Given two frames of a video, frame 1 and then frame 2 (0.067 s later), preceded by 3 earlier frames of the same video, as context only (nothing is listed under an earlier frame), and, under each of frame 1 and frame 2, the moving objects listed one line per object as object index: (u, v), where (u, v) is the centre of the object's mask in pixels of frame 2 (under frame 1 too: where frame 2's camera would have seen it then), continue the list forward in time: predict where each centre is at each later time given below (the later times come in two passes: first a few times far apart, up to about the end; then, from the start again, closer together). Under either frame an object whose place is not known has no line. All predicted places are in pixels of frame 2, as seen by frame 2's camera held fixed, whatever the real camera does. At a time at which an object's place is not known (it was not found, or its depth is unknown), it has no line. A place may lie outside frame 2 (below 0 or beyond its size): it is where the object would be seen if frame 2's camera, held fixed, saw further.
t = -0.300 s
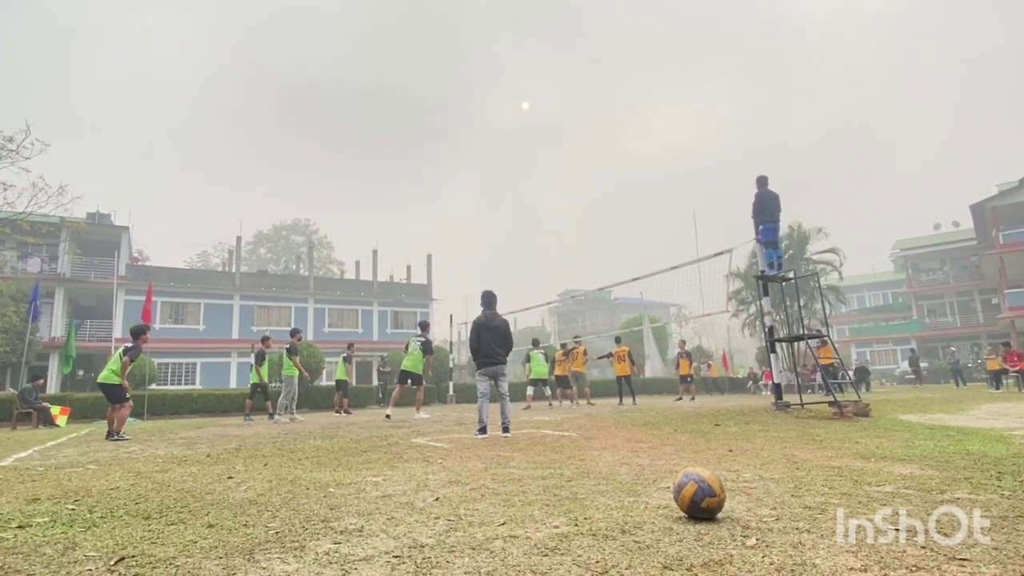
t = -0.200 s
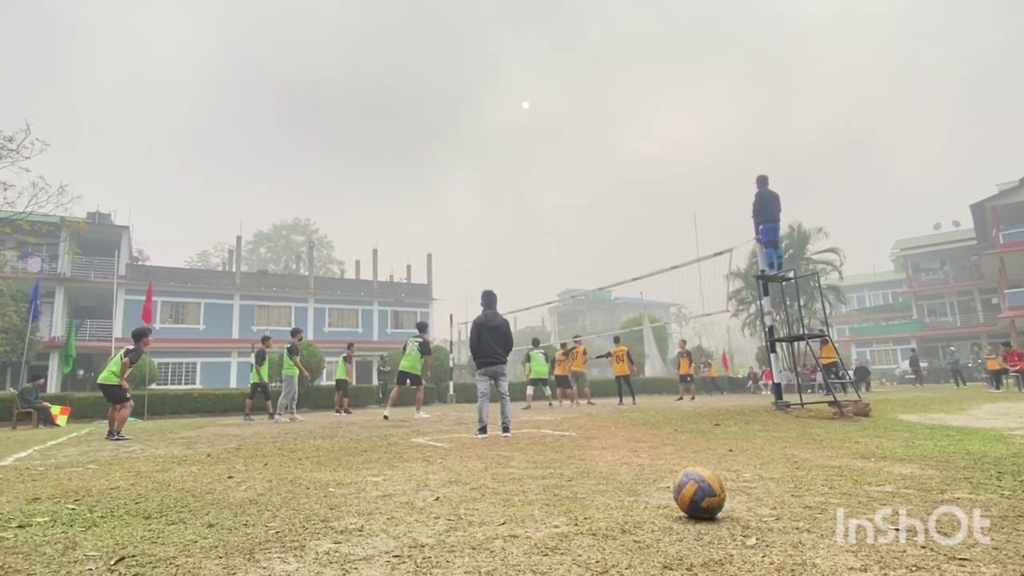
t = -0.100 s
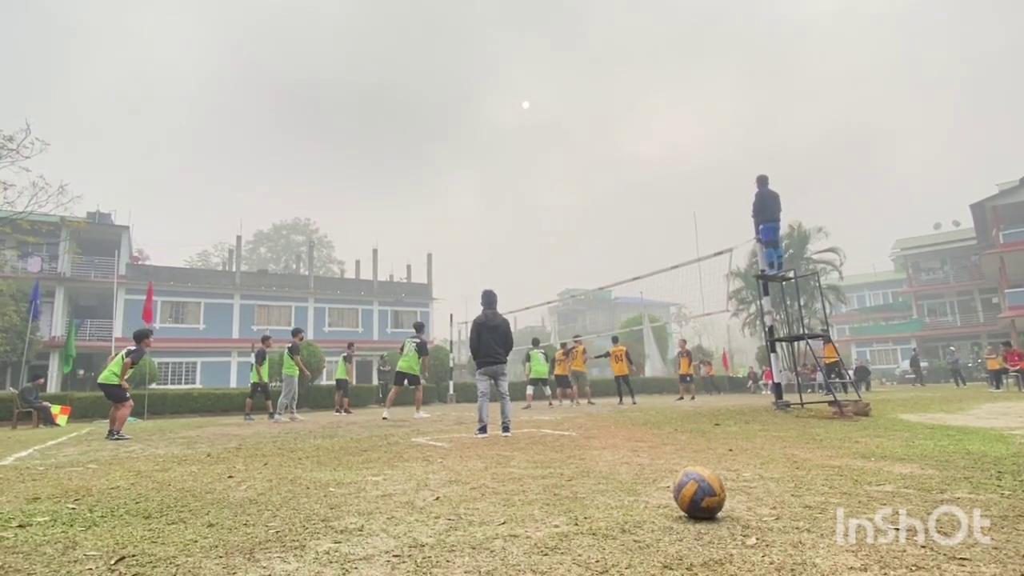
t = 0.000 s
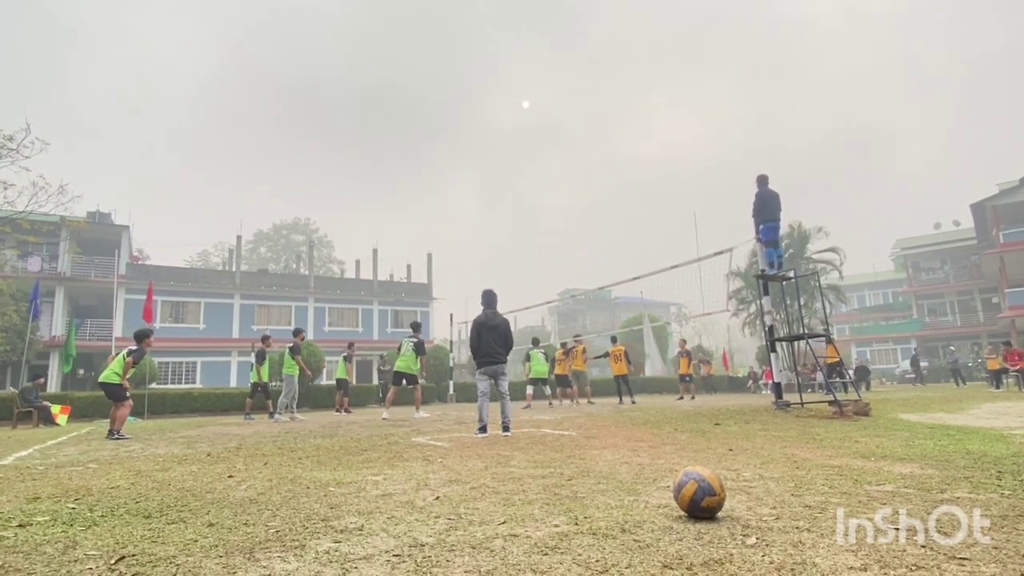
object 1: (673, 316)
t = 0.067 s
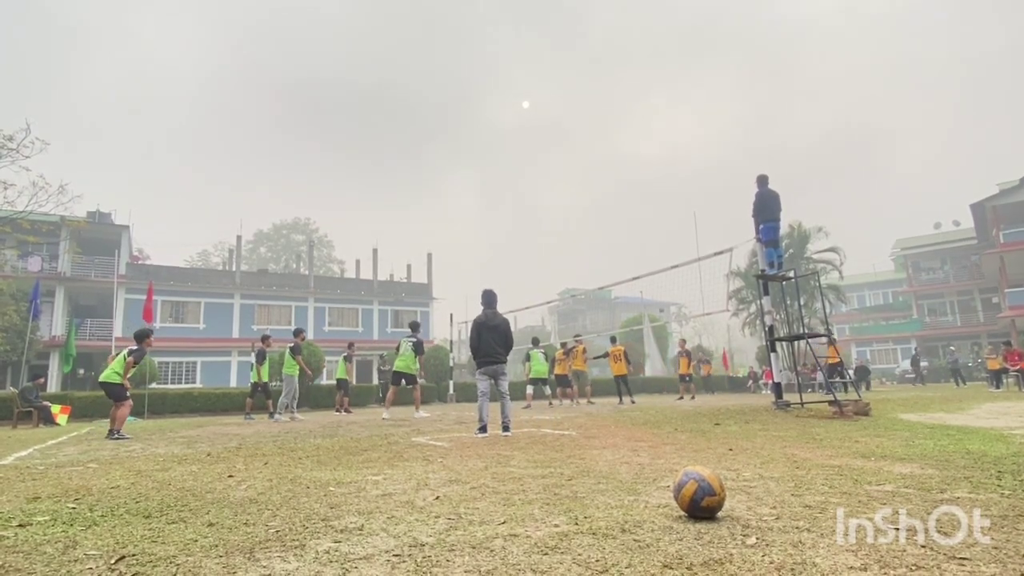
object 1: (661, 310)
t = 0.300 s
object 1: (628, 254)
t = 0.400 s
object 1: (615, 236)
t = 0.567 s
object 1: (592, 211)
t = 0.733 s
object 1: (562, 188)
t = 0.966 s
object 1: (530, 179)
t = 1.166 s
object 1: (494, 190)
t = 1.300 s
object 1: (473, 207)
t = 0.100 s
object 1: (654, 296)
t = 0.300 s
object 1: (628, 254)
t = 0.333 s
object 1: (623, 246)
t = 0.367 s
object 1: (621, 244)
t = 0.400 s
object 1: (615, 236)
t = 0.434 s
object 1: (611, 230)
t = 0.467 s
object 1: (603, 223)
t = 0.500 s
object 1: (599, 217)
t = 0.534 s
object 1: (596, 214)
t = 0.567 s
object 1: (592, 211)
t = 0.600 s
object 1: (585, 204)
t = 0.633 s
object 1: (576, 197)
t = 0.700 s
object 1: (569, 192)
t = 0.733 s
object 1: (562, 188)
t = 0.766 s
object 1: (557, 185)
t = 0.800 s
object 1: (555, 185)
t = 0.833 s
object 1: (547, 179)
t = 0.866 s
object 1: (543, 178)
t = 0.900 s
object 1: (540, 178)
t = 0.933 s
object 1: (532, 178)
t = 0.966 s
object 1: (530, 179)
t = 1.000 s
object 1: (525, 179)
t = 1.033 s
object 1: (517, 181)
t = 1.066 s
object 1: (512, 182)
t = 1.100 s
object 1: (508, 183)
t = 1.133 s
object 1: (500, 187)
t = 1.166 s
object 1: (494, 190)
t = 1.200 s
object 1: (491, 192)
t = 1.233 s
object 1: (483, 199)
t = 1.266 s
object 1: (477, 205)
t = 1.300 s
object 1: (473, 207)
